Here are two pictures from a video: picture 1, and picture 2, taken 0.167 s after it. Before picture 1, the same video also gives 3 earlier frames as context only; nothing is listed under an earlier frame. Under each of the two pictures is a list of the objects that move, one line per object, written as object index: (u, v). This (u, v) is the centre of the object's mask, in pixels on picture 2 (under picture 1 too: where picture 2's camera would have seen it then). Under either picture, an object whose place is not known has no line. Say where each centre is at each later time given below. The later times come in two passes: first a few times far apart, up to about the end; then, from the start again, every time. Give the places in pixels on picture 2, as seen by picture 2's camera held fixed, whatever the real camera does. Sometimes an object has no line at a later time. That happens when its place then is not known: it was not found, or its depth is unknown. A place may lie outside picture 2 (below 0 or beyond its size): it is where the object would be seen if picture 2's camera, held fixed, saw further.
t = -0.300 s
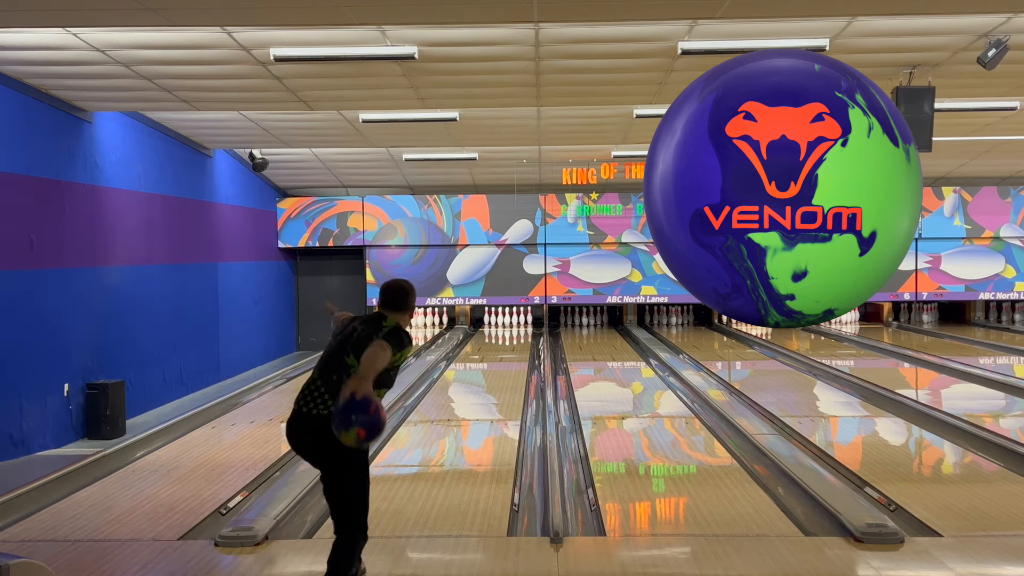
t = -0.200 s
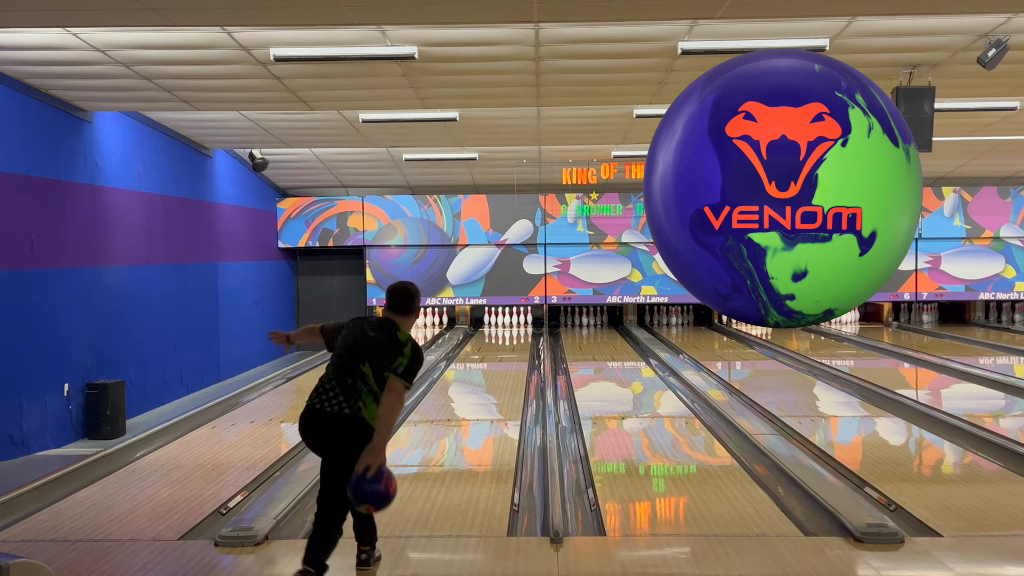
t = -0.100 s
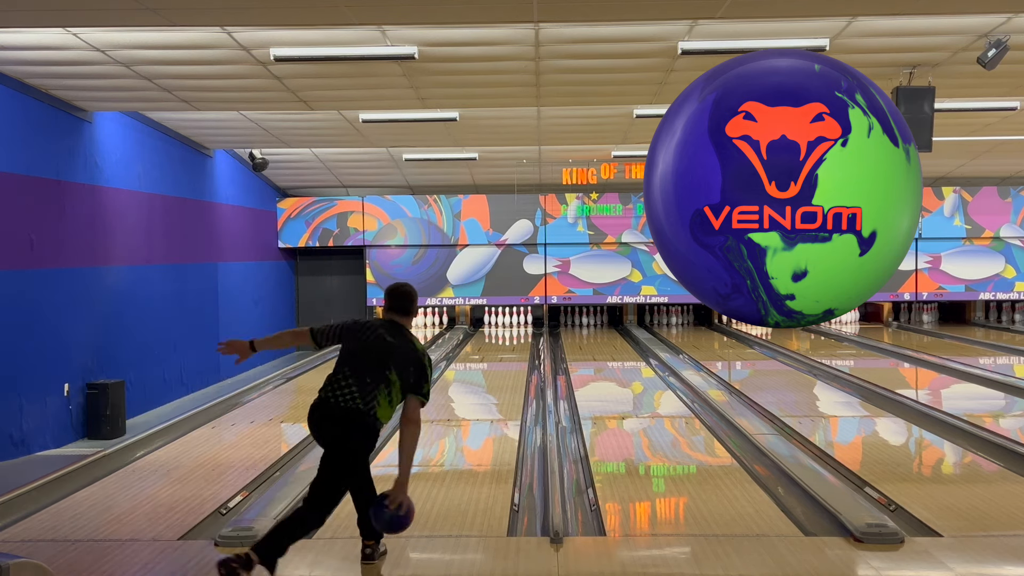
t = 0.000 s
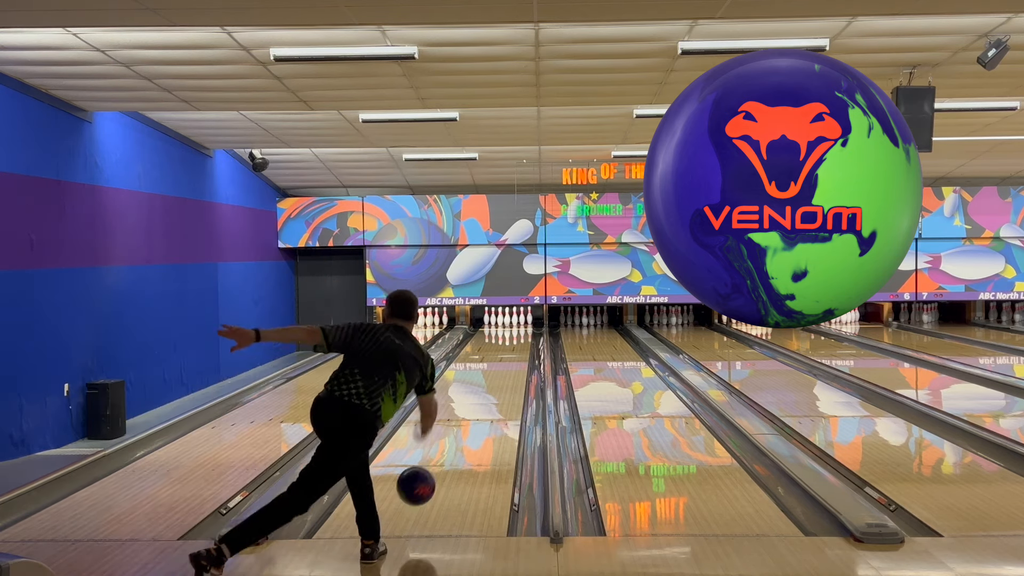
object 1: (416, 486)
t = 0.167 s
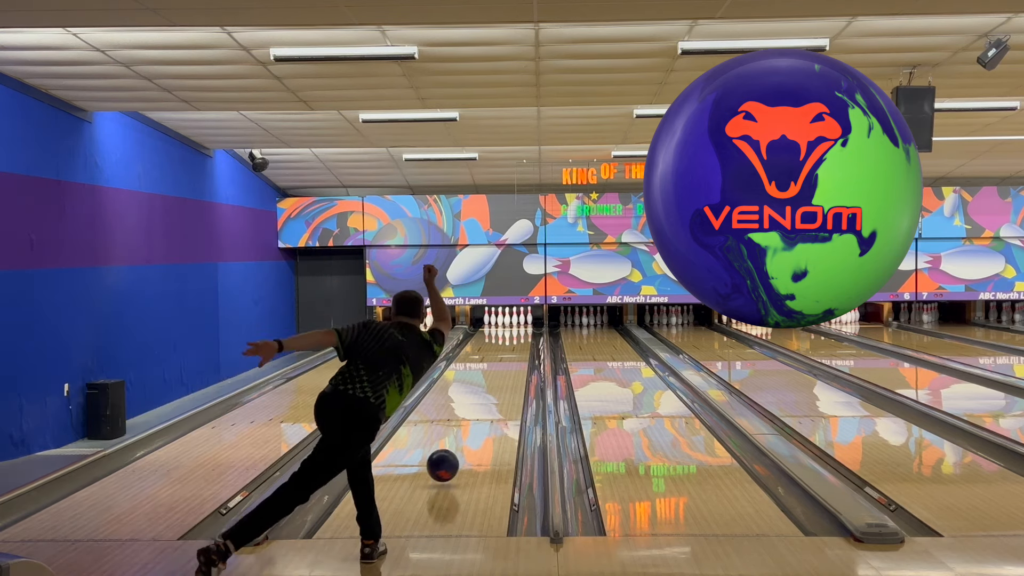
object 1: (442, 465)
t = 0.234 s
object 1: (451, 456)
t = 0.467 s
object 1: (472, 419)
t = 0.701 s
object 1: (487, 395)
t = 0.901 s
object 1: (496, 378)
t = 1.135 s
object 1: (504, 364)
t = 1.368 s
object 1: (511, 352)
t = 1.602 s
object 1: (514, 343)
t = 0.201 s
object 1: (447, 463)
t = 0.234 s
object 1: (451, 456)
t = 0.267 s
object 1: (454, 450)
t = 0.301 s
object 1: (458, 444)
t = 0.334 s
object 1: (461, 438)
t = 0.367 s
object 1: (464, 433)
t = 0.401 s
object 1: (467, 428)
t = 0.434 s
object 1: (470, 424)
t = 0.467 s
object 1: (472, 419)
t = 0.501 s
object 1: (475, 415)
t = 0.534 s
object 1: (477, 411)
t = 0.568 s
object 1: (480, 408)
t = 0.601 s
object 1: (482, 404)
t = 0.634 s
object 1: (483, 401)
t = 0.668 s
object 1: (485, 398)
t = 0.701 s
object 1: (487, 395)
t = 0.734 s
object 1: (489, 392)
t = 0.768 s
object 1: (490, 389)
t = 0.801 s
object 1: (492, 386)
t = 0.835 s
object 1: (493, 384)
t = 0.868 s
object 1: (495, 381)
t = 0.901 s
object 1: (496, 378)
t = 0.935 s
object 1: (498, 376)
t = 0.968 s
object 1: (499, 374)
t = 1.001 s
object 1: (500, 371)
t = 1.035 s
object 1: (501, 370)
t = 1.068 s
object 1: (502, 367)
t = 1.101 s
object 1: (504, 366)
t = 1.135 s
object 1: (504, 364)
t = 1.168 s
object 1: (506, 362)
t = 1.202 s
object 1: (506, 360)
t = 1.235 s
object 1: (507, 359)
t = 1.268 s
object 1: (508, 357)
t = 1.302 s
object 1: (509, 355)
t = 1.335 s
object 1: (510, 354)
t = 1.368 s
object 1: (511, 352)
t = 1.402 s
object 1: (511, 351)
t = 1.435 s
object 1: (512, 350)
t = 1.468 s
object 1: (513, 348)
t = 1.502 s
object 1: (513, 347)
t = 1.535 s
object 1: (514, 346)
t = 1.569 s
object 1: (514, 345)
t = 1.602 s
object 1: (514, 343)
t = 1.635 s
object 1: (515, 342)
